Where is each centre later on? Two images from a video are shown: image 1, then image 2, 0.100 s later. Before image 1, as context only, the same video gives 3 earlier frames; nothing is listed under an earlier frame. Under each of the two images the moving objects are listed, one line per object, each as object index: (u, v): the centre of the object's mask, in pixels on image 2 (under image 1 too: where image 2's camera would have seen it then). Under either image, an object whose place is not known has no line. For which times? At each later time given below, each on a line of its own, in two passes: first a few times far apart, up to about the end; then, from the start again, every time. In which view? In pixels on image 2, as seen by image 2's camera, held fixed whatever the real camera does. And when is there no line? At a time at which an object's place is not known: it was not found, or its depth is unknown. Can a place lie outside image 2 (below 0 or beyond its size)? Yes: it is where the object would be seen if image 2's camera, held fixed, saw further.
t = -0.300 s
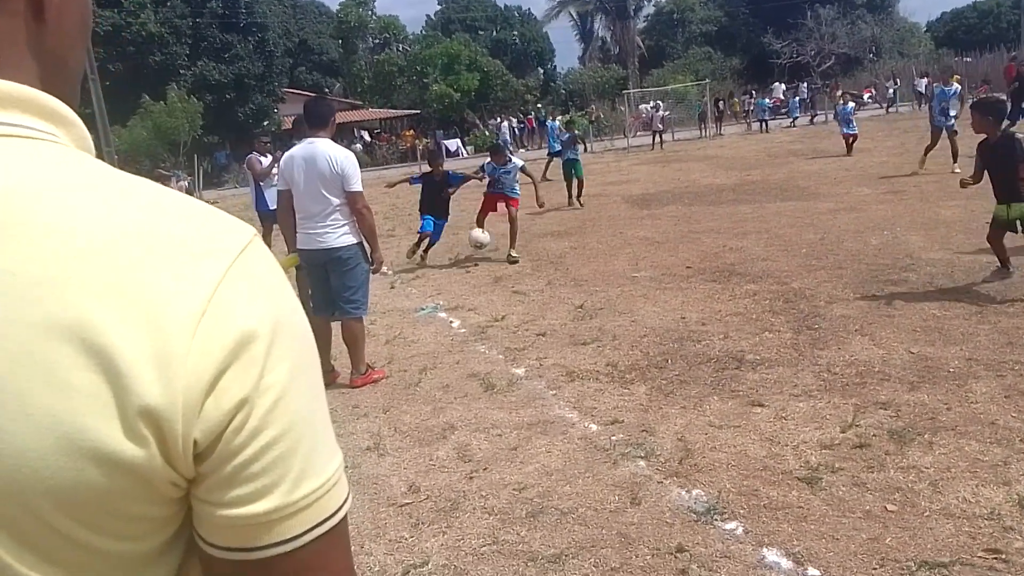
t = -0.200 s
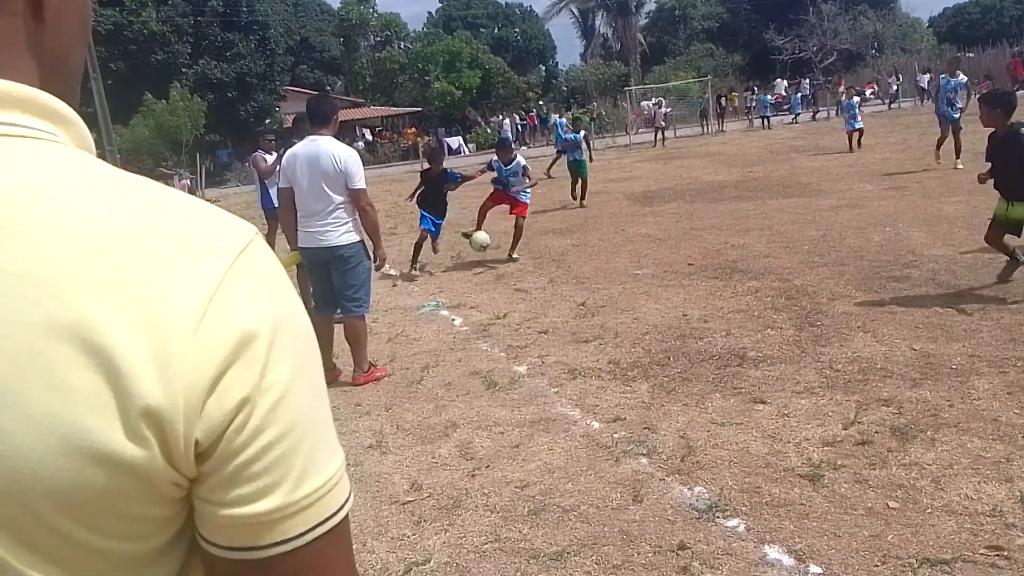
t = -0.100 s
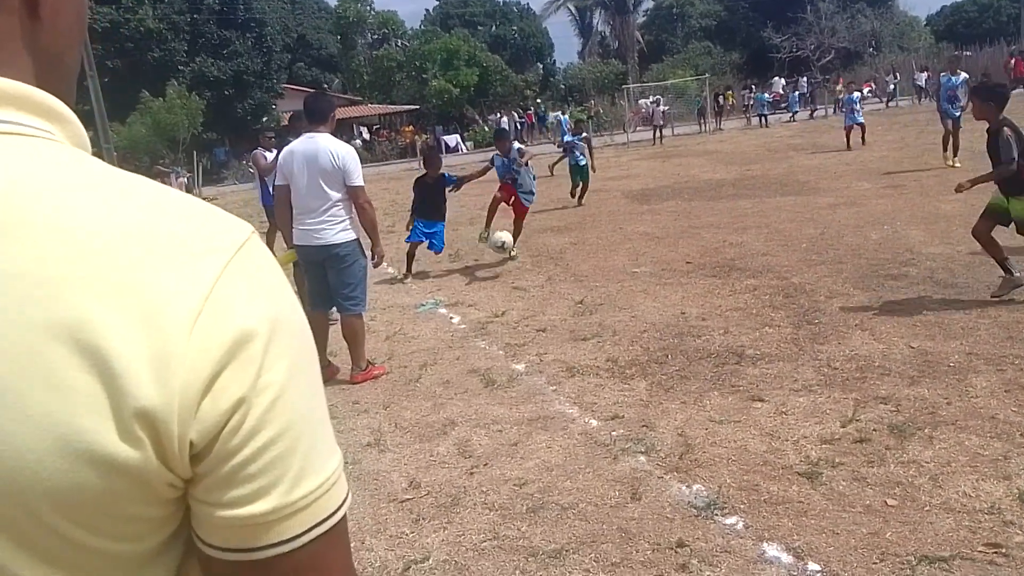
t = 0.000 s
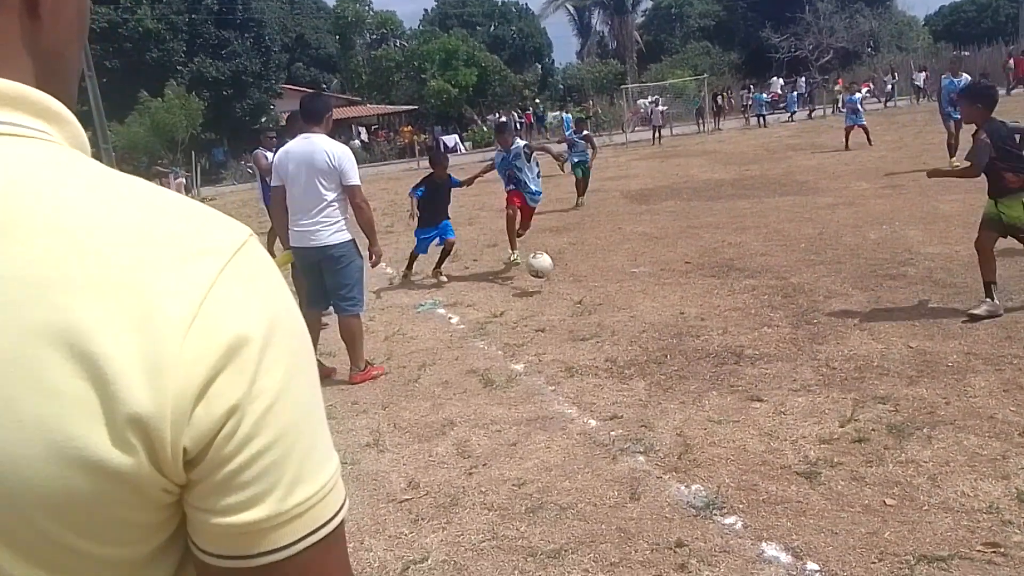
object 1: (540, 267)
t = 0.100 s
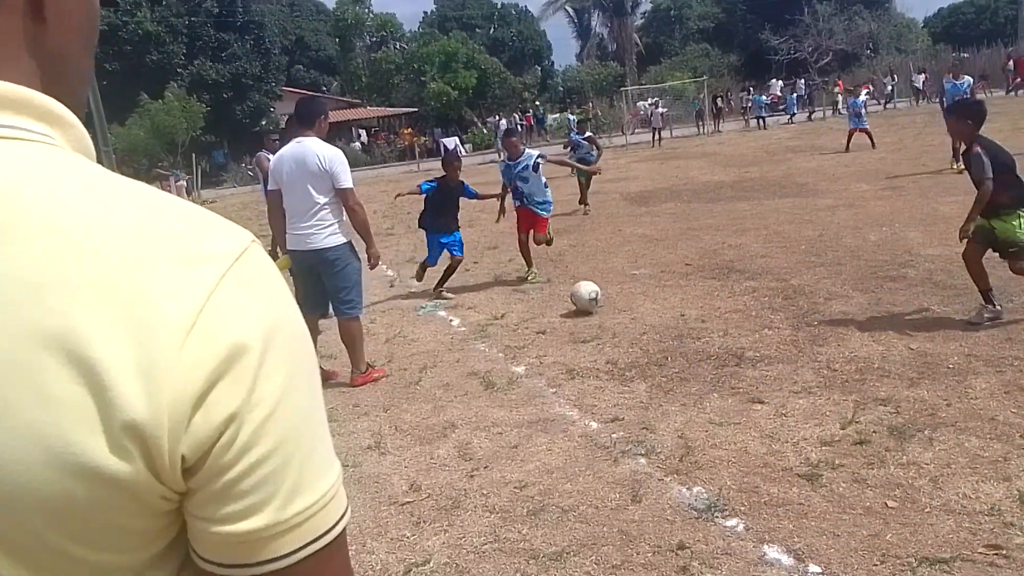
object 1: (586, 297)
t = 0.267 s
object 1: (644, 296)
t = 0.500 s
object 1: (771, 360)
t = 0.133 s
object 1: (595, 293)
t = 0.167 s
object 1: (605, 291)
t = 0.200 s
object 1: (618, 291)
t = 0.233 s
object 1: (630, 293)
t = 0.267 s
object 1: (644, 296)
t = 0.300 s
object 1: (659, 301)
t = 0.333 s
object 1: (675, 310)
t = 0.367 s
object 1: (693, 320)
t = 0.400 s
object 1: (712, 333)
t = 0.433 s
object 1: (732, 350)
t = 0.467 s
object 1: (754, 366)
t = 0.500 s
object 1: (771, 360)
